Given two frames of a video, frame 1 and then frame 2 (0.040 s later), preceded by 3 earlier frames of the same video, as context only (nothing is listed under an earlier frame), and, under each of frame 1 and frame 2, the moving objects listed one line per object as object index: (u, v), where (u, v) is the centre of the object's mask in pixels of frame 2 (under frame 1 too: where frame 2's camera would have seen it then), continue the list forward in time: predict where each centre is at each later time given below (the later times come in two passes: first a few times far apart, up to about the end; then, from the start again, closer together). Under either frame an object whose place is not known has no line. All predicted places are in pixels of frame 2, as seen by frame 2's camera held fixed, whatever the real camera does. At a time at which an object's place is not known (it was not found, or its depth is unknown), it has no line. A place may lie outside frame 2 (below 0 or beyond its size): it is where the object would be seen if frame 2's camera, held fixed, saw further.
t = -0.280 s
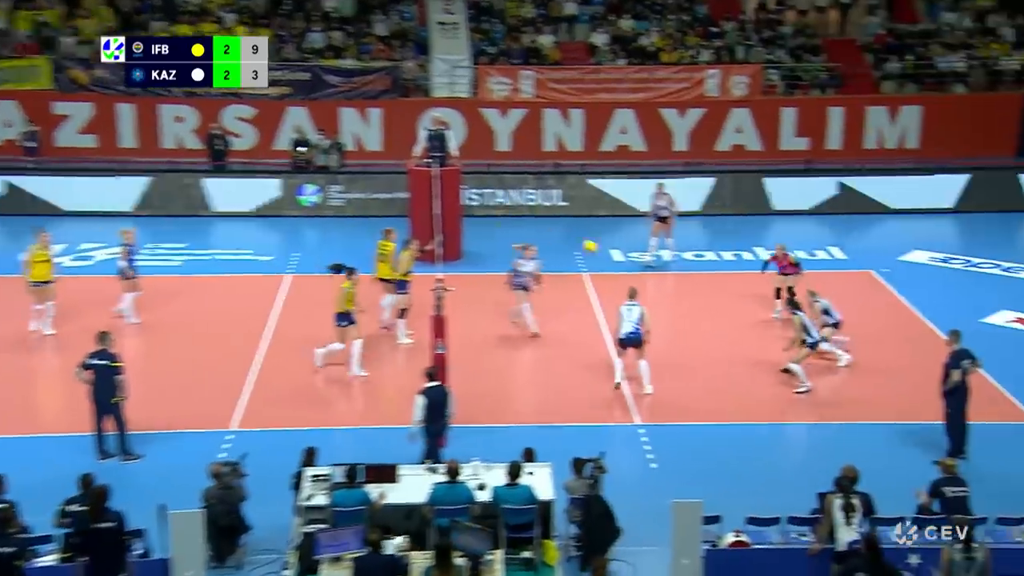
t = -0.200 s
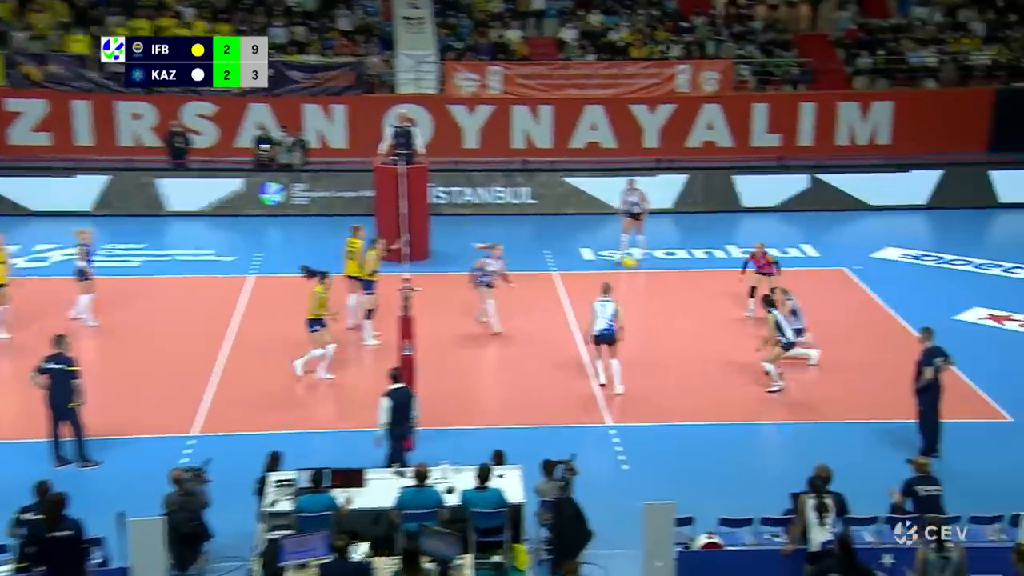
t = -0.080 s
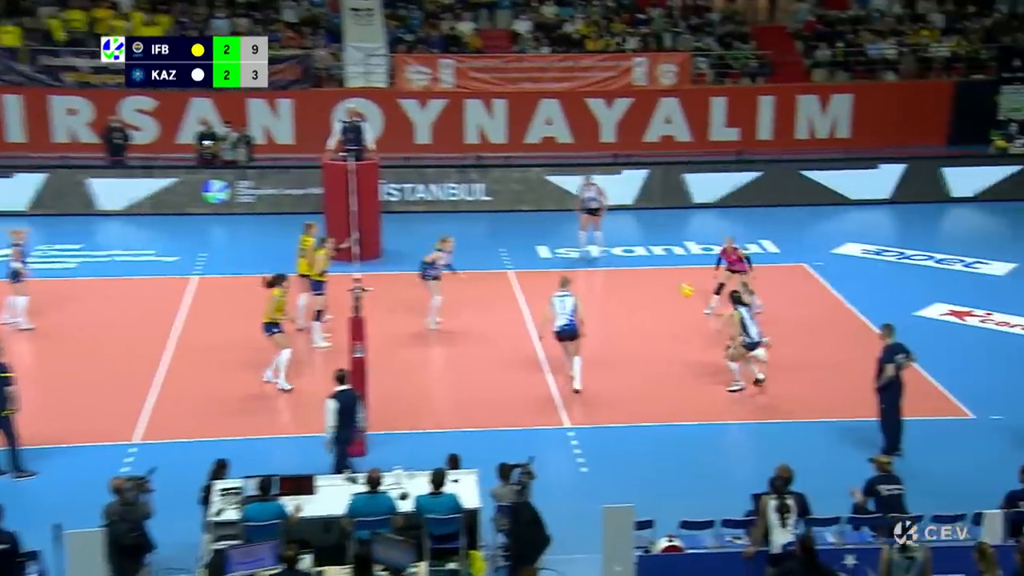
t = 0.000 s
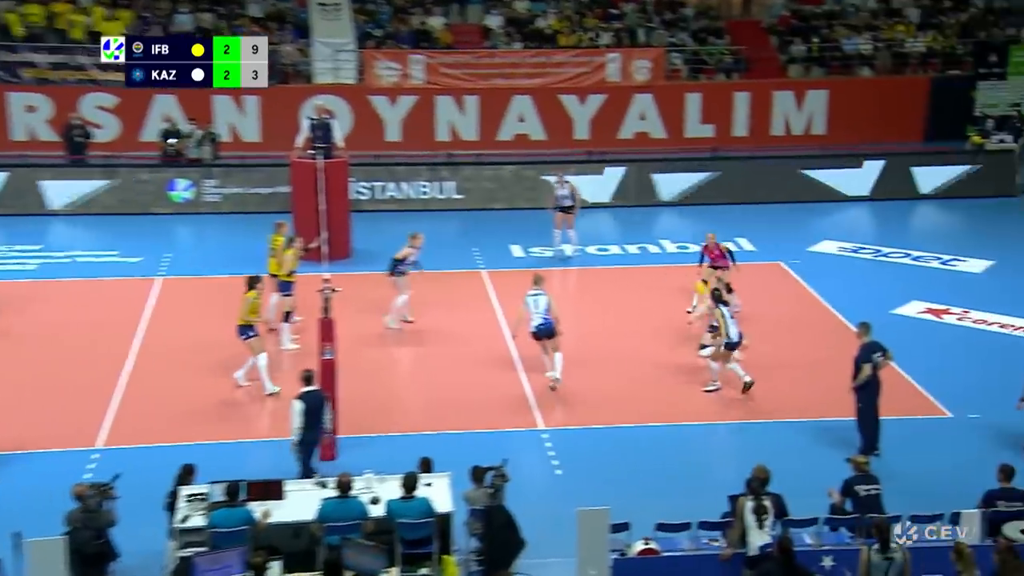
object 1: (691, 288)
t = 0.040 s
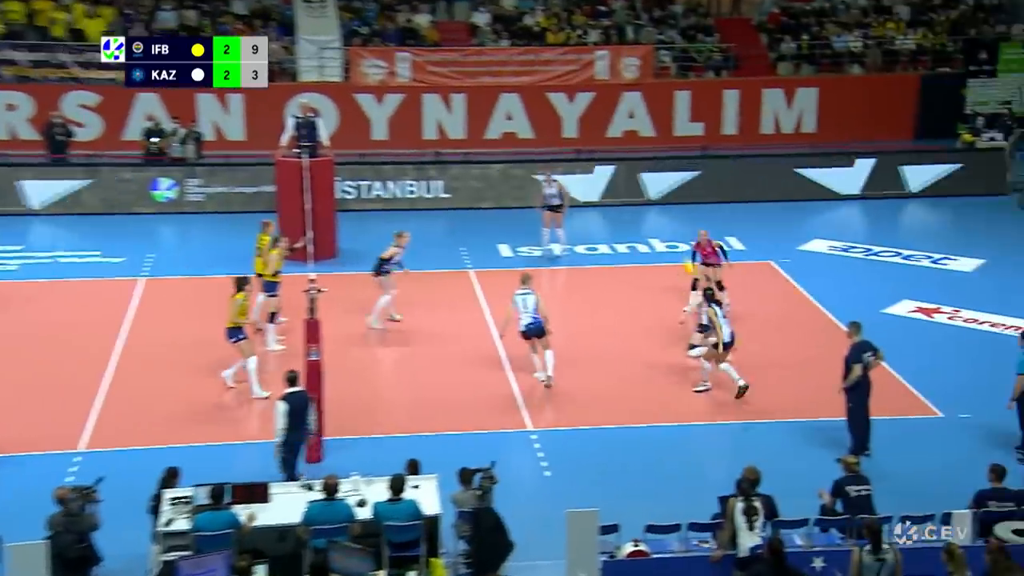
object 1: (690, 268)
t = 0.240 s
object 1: (678, 168)
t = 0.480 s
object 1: (668, 76)
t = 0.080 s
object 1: (687, 245)
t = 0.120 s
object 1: (684, 225)
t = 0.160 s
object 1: (682, 206)
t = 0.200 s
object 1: (679, 187)
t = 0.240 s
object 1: (678, 168)
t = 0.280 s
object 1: (676, 151)
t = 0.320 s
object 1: (674, 134)
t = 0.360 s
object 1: (672, 117)
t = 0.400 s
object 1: (670, 103)
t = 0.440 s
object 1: (669, 88)
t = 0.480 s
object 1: (668, 76)
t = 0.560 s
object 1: (665, 51)
